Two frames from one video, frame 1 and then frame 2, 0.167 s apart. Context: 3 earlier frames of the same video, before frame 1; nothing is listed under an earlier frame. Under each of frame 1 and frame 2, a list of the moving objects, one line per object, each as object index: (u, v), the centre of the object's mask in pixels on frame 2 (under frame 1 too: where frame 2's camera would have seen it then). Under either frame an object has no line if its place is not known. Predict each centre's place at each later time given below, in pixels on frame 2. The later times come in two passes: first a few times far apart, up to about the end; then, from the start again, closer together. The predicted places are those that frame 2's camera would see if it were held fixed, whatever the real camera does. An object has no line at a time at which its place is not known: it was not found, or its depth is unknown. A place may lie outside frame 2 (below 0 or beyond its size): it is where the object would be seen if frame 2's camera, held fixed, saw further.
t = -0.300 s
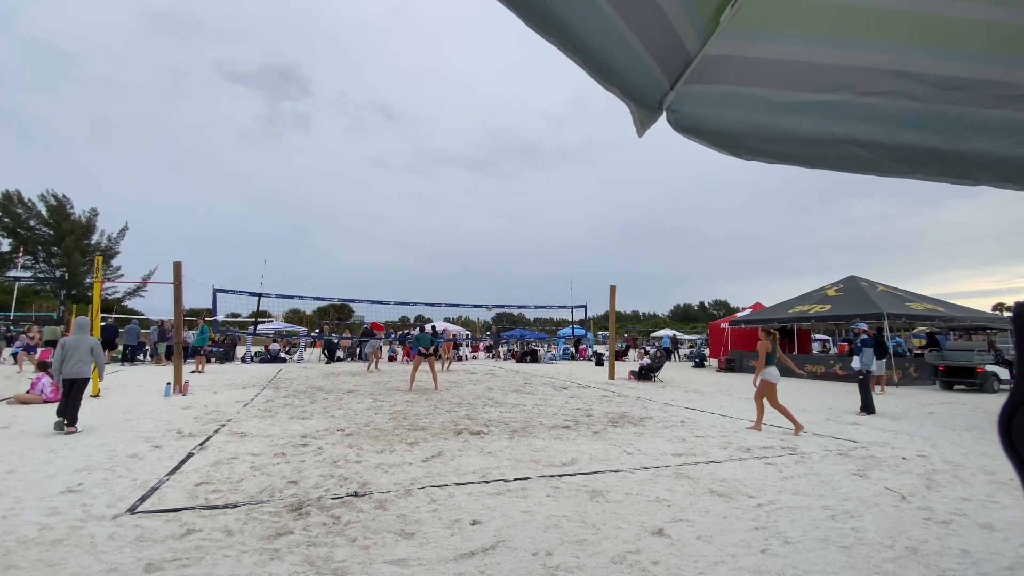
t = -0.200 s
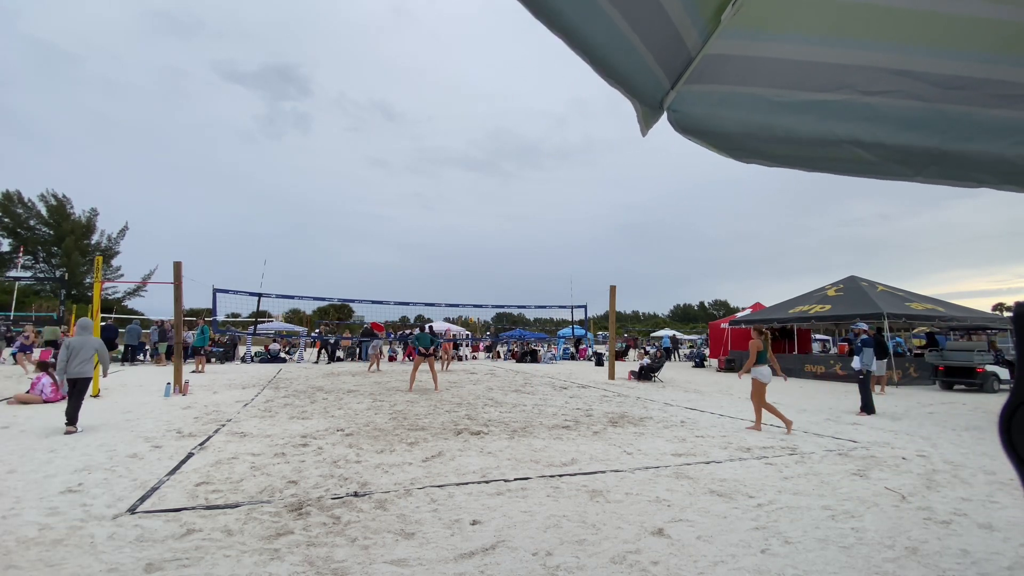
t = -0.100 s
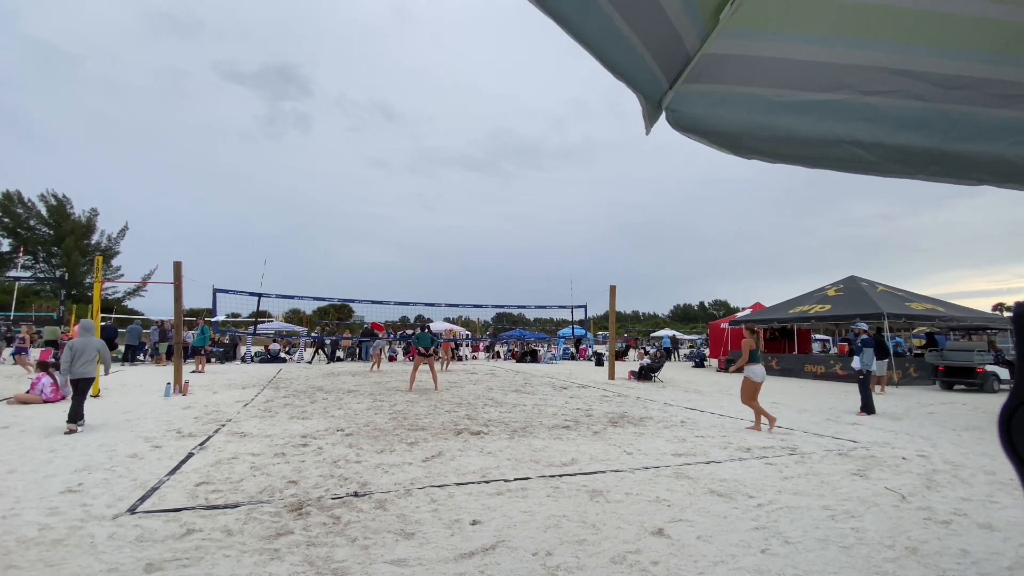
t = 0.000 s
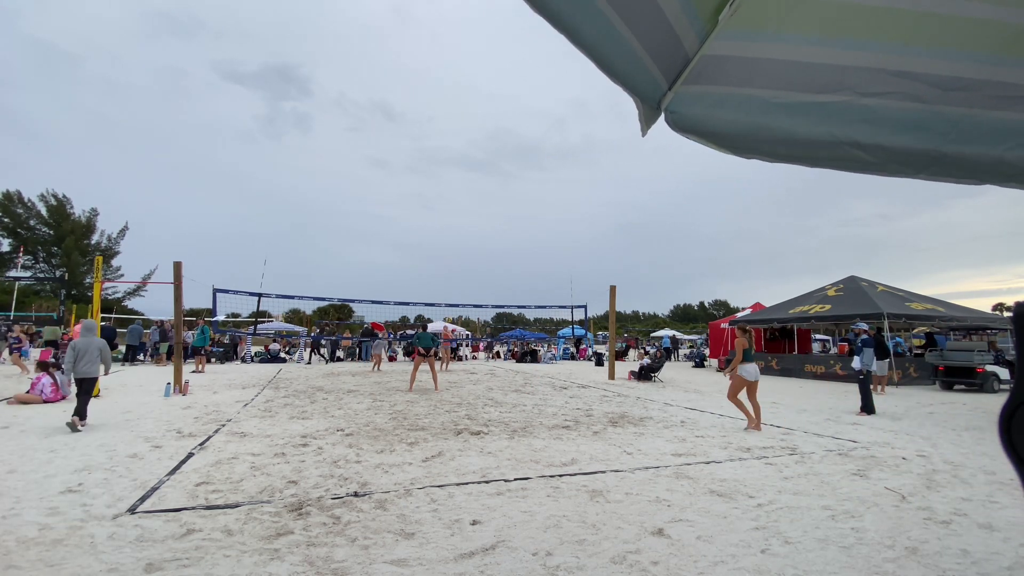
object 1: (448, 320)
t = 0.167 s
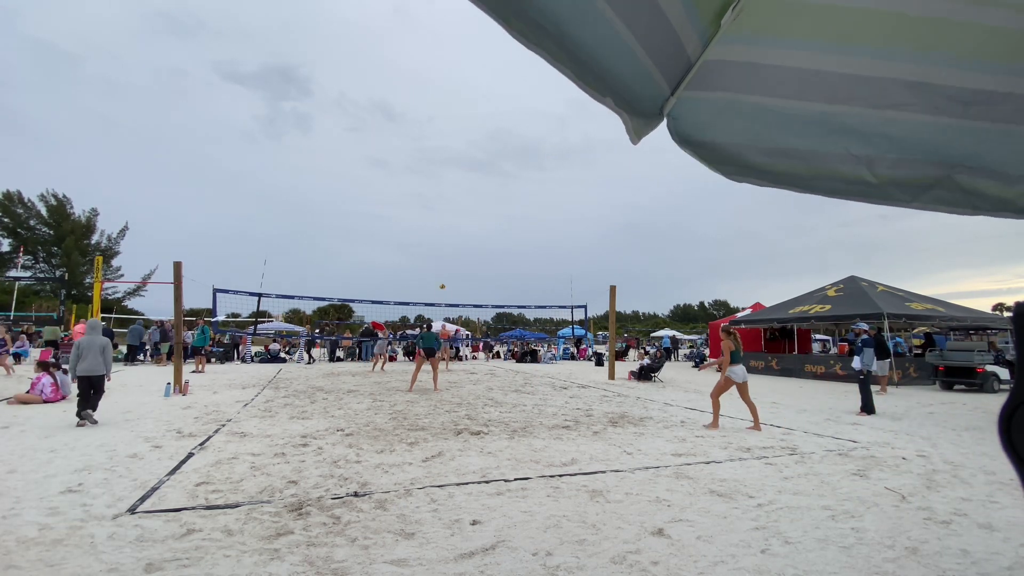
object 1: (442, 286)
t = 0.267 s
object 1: (438, 271)
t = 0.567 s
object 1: (426, 240)
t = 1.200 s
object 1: (398, 253)
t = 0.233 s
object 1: (440, 276)
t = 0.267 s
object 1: (438, 271)
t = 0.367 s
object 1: (435, 258)
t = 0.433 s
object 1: (432, 251)
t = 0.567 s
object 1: (426, 240)
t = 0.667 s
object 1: (422, 236)
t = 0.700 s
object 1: (420, 235)
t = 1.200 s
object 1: (398, 253)
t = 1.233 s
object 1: (396, 256)
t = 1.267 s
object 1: (394, 260)
